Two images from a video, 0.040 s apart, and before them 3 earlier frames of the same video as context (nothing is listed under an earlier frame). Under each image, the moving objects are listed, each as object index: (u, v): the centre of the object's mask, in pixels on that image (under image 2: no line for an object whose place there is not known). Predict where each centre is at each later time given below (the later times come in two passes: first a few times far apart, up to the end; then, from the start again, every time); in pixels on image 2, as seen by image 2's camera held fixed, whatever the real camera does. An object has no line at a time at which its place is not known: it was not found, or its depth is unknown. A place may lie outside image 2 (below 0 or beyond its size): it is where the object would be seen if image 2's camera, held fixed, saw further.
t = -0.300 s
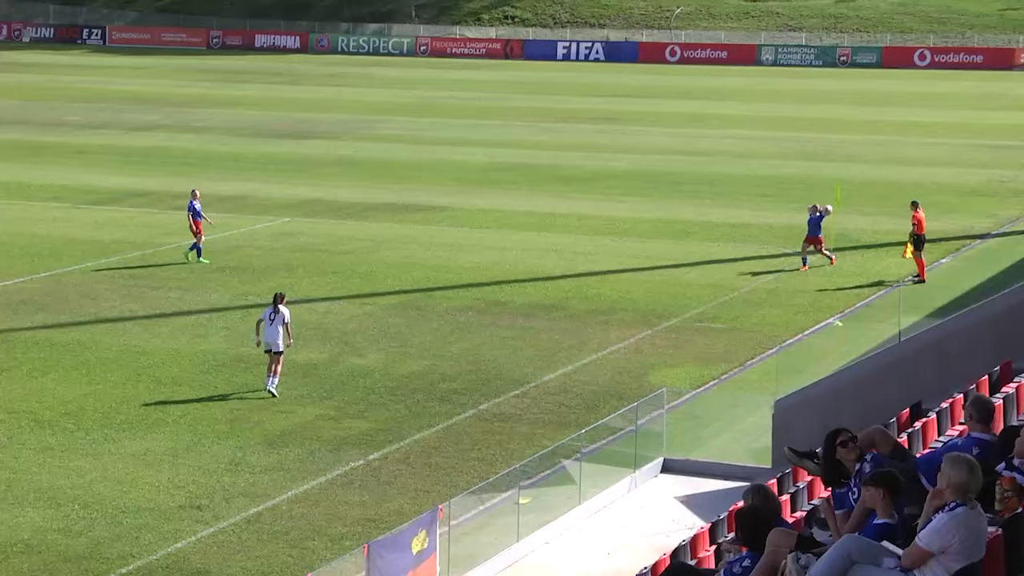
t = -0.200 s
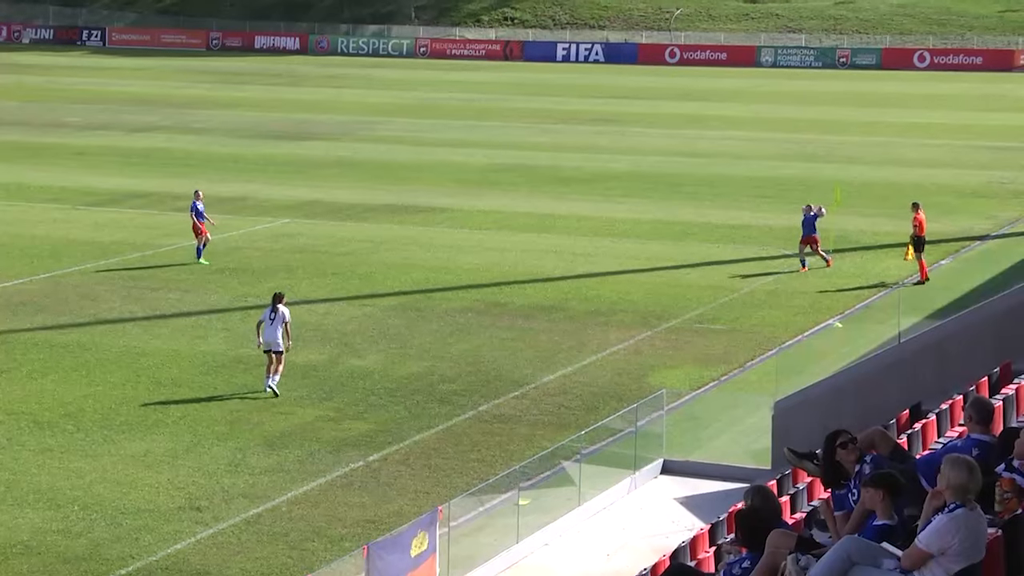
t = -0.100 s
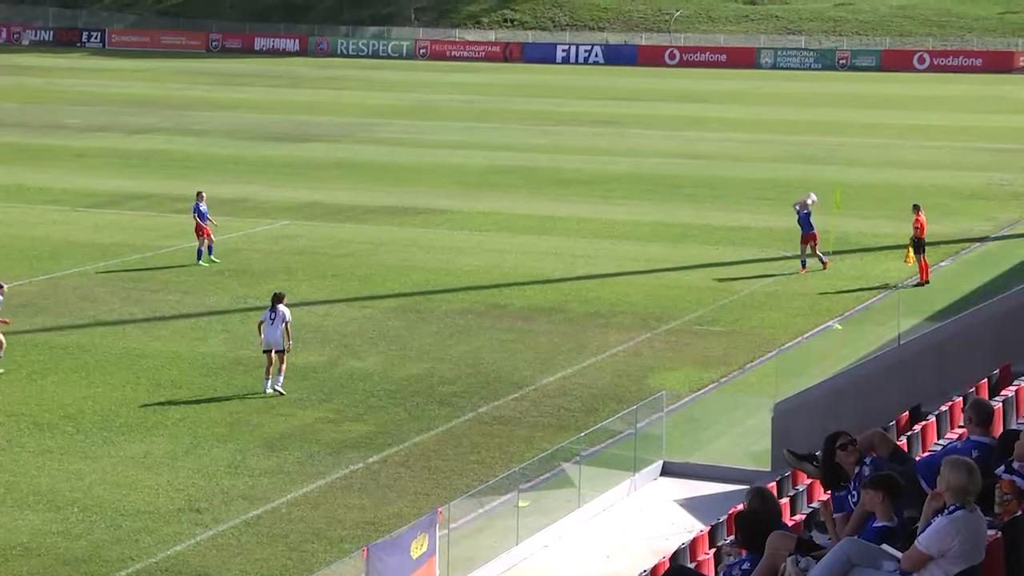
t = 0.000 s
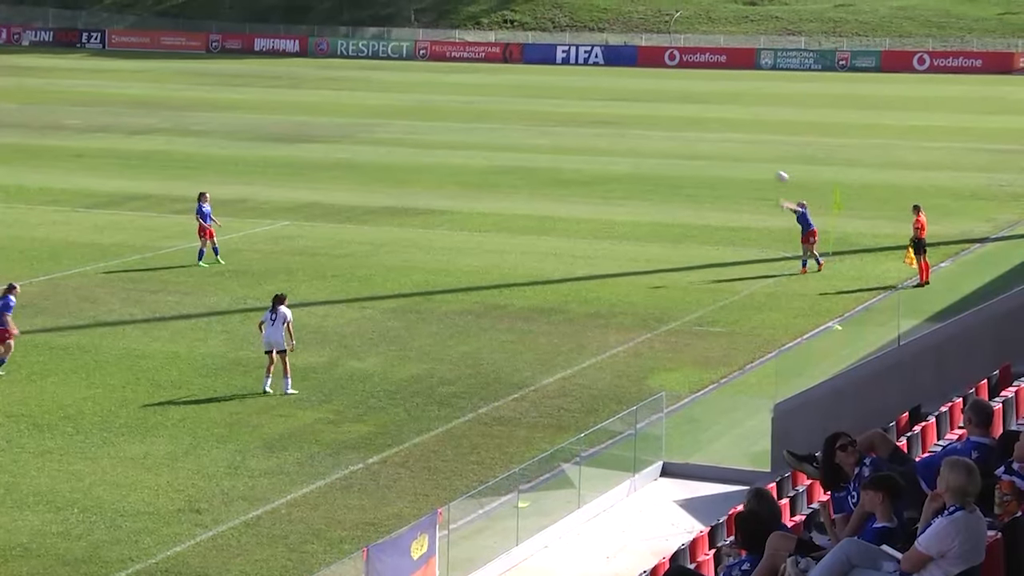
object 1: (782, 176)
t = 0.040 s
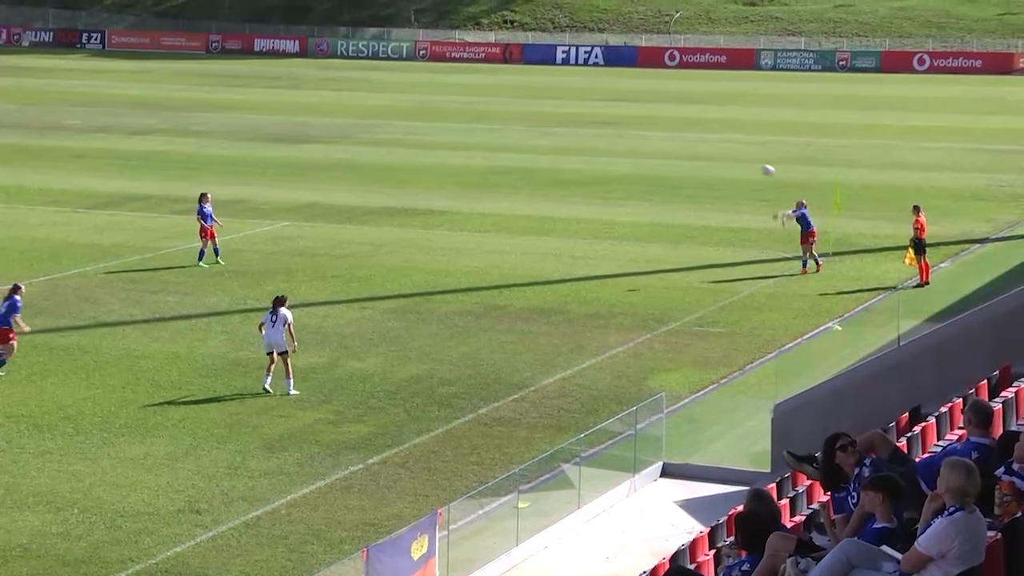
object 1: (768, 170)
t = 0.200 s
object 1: (714, 149)
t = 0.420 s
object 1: (634, 137)
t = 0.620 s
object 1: (566, 149)
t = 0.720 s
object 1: (531, 164)
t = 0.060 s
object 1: (761, 166)
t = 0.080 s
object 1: (754, 164)
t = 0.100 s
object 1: (748, 160)
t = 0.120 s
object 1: (742, 158)
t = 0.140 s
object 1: (735, 155)
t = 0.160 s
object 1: (728, 153)
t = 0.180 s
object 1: (721, 150)
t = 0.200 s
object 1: (714, 149)
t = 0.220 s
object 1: (707, 147)
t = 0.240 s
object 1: (700, 145)
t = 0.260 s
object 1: (694, 144)
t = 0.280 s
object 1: (687, 142)
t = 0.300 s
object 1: (680, 142)
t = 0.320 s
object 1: (673, 141)
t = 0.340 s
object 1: (663, 139)
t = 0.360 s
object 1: (655, 139)
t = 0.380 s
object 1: (648, 138)
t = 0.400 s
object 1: (641, 138)
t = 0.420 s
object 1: (634, 137)
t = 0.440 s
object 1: (627, 138)
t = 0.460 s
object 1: (620, 138)
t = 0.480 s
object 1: (613, 139)
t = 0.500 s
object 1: (606, 140)
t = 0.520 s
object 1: (599, 141)
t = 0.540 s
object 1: (592, 142)
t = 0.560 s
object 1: (587, 144)
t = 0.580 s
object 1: (580, 145)
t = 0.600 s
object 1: (573, 147)
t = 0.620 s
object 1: (566, 149)
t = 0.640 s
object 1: (559, 152)
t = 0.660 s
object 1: (551, 154)
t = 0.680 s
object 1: (544, 157)
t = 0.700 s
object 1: (536, 160)
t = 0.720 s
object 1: (531, 164)
